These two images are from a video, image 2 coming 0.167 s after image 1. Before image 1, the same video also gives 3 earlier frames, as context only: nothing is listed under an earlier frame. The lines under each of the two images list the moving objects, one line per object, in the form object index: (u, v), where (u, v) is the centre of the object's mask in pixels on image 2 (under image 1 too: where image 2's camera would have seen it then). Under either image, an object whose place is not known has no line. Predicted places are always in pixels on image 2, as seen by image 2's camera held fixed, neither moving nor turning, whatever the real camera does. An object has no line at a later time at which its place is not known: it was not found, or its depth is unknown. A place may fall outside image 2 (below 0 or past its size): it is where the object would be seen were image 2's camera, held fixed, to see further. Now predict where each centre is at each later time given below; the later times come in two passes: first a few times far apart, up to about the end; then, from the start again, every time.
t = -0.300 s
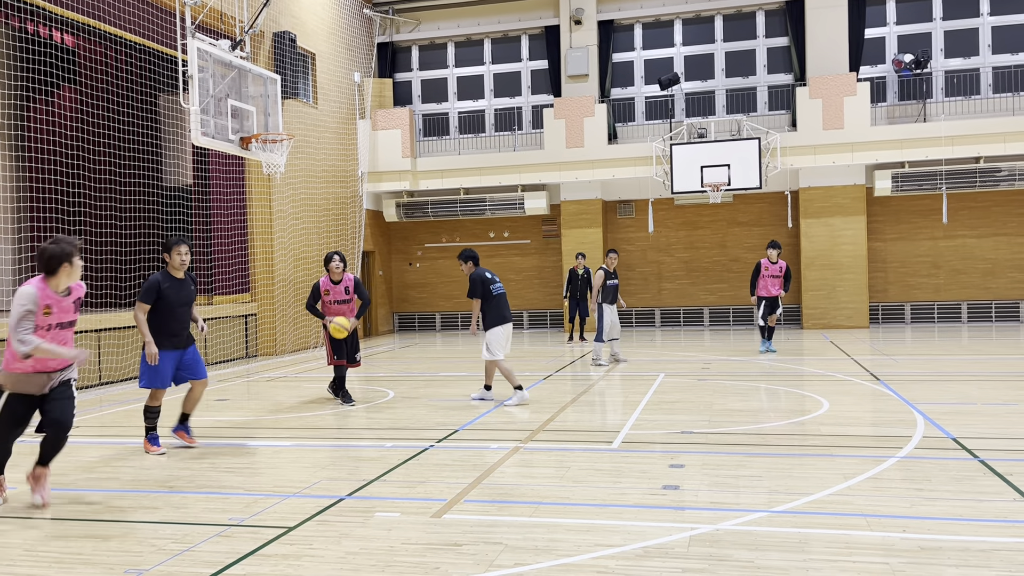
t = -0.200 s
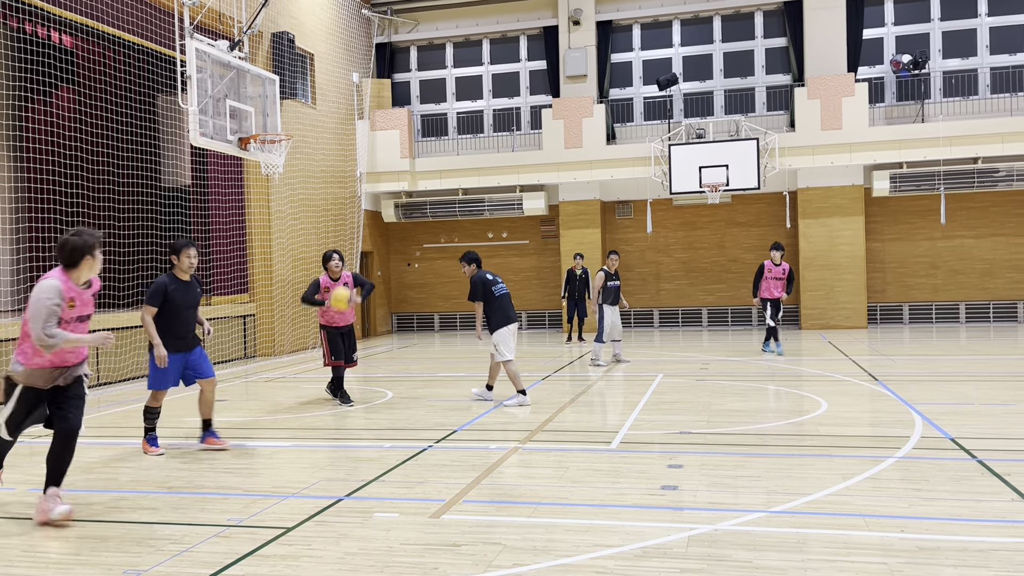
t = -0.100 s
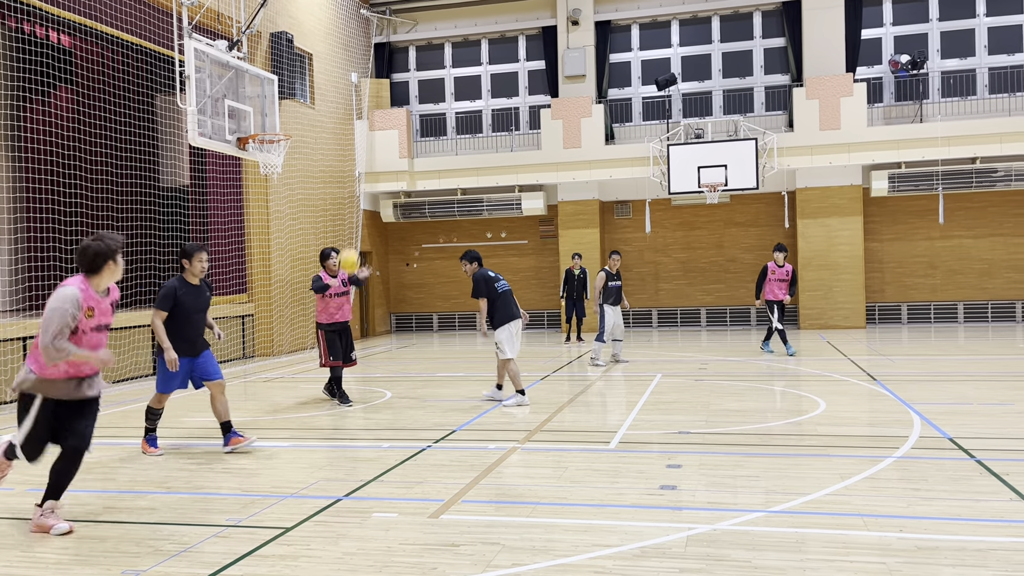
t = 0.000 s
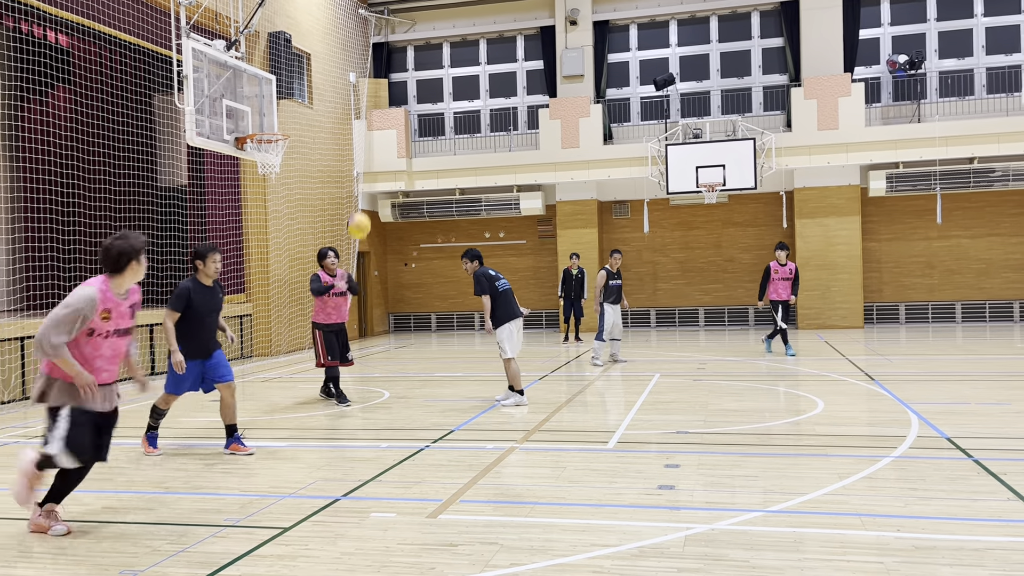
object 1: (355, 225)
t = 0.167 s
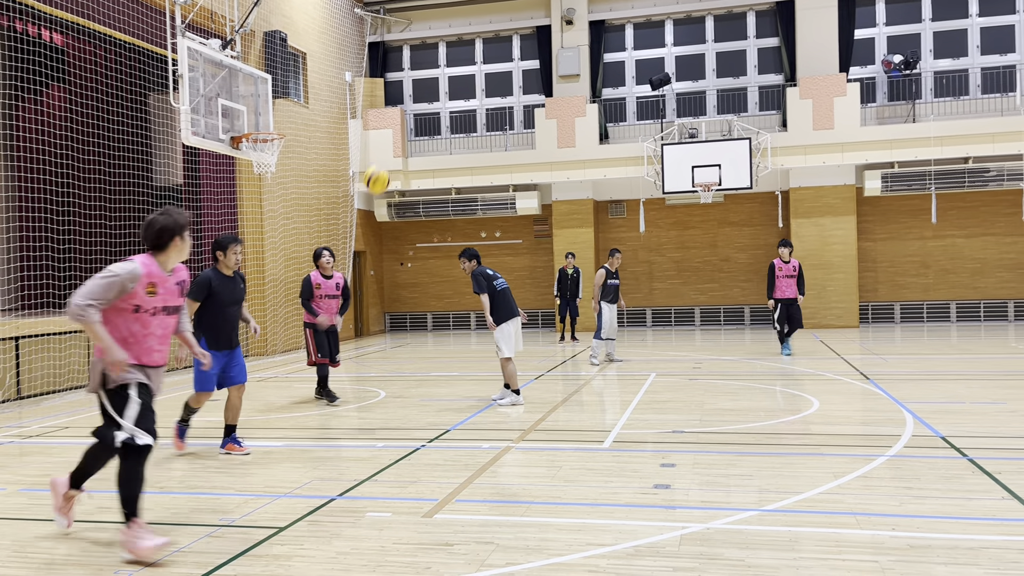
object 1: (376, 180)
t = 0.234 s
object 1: (388, 167)
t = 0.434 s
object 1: (428, 156)
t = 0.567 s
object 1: (464, 180)
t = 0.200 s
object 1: (382, 173)
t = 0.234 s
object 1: (388, 167)
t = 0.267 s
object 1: (394, 162)
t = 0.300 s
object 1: (400, 158)
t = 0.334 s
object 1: (406, 156)
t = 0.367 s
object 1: (413, 155)
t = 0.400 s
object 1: (420, 155)
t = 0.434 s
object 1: (428, 156)
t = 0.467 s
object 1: (435, 159)
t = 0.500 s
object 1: (444, 164)
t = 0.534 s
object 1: (454, 172)
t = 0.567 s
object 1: (464, 180)
